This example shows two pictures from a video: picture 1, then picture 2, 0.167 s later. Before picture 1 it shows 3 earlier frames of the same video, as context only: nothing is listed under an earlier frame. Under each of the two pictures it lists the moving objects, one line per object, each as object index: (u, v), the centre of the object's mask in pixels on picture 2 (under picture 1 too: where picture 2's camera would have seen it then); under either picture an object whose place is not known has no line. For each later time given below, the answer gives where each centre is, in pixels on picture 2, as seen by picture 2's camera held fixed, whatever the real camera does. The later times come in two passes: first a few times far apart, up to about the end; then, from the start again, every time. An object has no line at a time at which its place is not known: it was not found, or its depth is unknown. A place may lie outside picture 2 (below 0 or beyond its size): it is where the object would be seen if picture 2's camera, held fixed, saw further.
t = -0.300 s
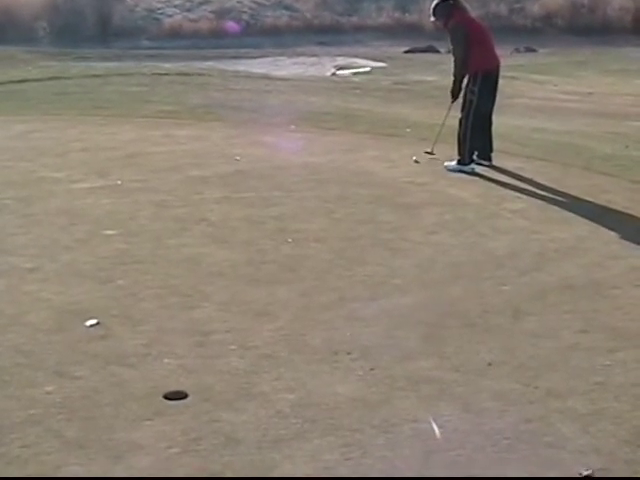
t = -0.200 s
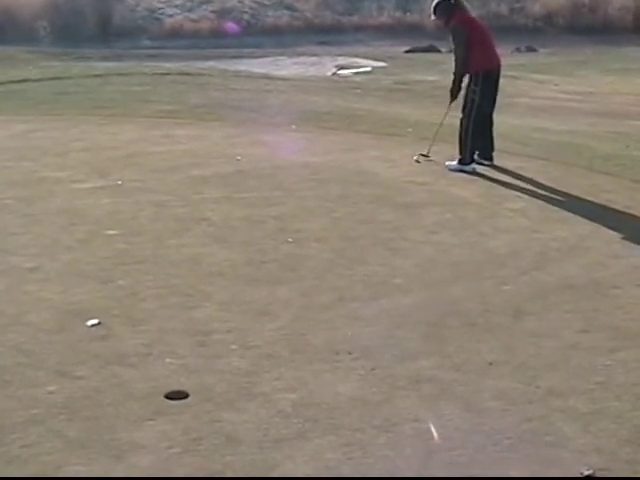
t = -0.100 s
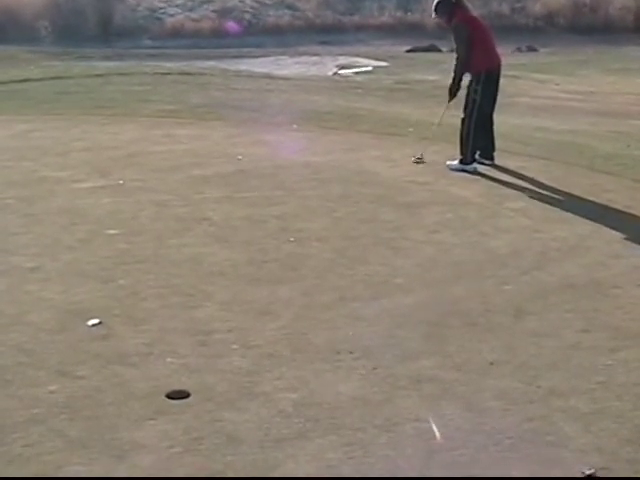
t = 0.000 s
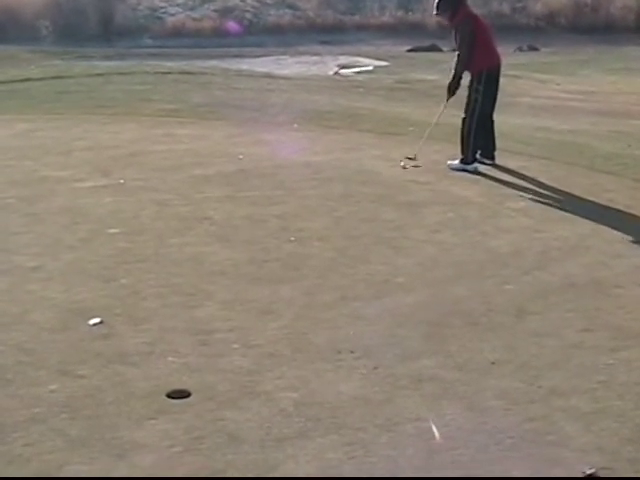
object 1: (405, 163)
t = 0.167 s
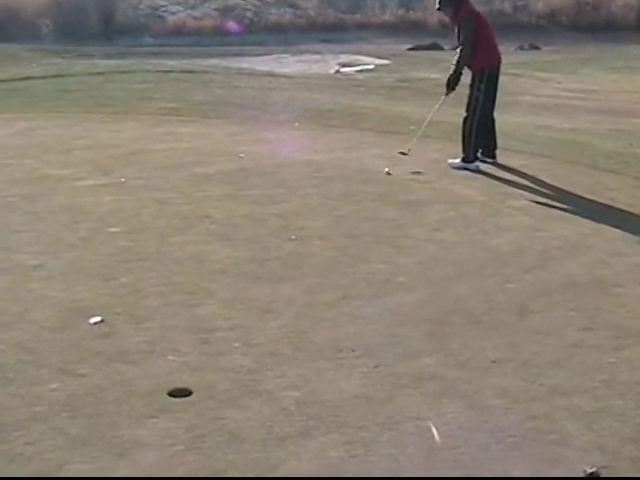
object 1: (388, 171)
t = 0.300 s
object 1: (374, 177)
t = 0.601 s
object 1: (342, 192)
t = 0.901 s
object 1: (309, 208)
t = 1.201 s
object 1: (277, 224)
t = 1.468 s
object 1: (249, 238)
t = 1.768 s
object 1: (216, 254)
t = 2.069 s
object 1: (184, 268)
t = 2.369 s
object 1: (154, 281)
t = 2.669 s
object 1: (126, 293)
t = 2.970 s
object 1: (102, 301)
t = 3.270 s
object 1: (84, 306)
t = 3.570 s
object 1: (72, 308)
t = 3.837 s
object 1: (67, 307)
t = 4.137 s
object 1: (66, 308)
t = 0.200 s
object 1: (384, 172)
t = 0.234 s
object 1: (380, 175)
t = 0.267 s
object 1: (378, 177)
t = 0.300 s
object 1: (374, 177)
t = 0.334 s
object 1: (370, 180)
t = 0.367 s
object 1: (366, 181)
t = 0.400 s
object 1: (363, 183)
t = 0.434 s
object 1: (361, 185)
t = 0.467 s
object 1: (356, 186)
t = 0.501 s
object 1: (353, 187)
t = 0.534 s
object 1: (350, 189)
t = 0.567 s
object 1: (346, 190)
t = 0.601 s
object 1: (342, 192)
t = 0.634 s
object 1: (339, 194)
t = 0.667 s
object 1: (335, 196)
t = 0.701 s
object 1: (332, 197)
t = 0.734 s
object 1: (328, 199)
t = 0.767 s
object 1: (325, 202)
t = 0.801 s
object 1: (320, 202)
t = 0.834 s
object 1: (316, 205)
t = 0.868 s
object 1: (313, 207)
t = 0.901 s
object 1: (309, 208)
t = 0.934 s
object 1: (305, 210)
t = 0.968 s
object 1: (302, 212)
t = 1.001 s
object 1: (298, 214)
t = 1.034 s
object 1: (295, 215)
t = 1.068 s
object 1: (291, 216)
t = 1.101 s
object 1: (288, 220)
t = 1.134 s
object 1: (284, 220)
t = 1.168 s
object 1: (280, 222)
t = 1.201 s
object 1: (277, 224)
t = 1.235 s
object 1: (273, 226)
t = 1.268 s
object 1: (270, 227)
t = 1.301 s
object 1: (266, 229)
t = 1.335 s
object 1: (263, 232)
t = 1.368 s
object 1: (260, 234)
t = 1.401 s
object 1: (256, 235)
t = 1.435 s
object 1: (252, 237)
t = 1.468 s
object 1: (249, 238)
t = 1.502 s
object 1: (245, 240)
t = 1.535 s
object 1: (241, 242)
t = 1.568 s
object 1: (238, 244)
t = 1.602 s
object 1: (234, 246)
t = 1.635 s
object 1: (230, 247)
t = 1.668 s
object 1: (227, 249)
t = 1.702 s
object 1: (223, 250)
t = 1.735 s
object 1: (220, 252)
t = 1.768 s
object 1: (216, 254)
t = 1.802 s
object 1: (214, 256)
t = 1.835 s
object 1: (210, 257)
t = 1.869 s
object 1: (206, 259)
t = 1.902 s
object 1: (202, 260)
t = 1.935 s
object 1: (198, 262)
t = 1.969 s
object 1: (194, 263)
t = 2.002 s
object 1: (191, 265)
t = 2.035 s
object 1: (188, 267)
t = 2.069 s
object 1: (184, 268)
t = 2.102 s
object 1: (180, 270)
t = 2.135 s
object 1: (177, 271)
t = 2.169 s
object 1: (173, 272)
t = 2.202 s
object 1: (170, 274)
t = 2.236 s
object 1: (167, 276)
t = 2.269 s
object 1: (163, 278)
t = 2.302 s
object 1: (160, 279)
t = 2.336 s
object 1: (156, 280)
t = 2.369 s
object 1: (154, 281)
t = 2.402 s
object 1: (150, 283)
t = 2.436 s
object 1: (148, 284)
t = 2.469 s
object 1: (145, 285)
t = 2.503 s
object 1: (142, 286)
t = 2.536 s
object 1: (139, 288)
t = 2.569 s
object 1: (135, 289)
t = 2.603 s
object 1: (132, 290)
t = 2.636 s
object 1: (129, 291)
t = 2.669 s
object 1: (126, 293)
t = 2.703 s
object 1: (123, 294)
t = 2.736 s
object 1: (120, 294)
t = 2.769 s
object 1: (117, 295)
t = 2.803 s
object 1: (114, 297)
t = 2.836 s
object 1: (112, 297)
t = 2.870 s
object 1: (109, 298)
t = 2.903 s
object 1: (106, 299)
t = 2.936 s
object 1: (104, 300)
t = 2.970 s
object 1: (102, 301)
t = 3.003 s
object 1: (100, 301)
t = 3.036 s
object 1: (98, 302)
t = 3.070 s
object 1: (95, 303)
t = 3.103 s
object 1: (93, 304)
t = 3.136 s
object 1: (91, 304)
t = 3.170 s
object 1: (89, 304)
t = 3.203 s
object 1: (87, 305)
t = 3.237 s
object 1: (86, 305)
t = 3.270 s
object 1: (84, 306)
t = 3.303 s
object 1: (82, 306)
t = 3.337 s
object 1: (81, 307)
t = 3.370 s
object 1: (79, 307)
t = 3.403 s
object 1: (78, 307)
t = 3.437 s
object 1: (77, 307)
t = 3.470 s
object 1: (75, 307)
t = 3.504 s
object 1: (74, 307)
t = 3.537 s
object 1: (73, 308)
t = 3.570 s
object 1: (72, 308)
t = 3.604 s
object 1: (71, 308)
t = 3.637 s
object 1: (71, 308)
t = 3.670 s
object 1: (70, 308)
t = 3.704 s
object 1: (69, 308)
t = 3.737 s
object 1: (68, 308)
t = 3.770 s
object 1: (68, 308)
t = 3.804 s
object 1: (67, 308)
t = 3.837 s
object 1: (67, 307)
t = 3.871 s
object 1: (66, 307)
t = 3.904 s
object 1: (66, 307)
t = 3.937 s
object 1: (66, 307)
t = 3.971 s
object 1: (66, 308)
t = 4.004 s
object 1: (66, 307)
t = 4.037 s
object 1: (66, 307)
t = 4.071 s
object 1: (66, 307)
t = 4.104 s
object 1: (66, 307)
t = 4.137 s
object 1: (66, 308)
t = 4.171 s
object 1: (67, 307)
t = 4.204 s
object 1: (66, 308)
